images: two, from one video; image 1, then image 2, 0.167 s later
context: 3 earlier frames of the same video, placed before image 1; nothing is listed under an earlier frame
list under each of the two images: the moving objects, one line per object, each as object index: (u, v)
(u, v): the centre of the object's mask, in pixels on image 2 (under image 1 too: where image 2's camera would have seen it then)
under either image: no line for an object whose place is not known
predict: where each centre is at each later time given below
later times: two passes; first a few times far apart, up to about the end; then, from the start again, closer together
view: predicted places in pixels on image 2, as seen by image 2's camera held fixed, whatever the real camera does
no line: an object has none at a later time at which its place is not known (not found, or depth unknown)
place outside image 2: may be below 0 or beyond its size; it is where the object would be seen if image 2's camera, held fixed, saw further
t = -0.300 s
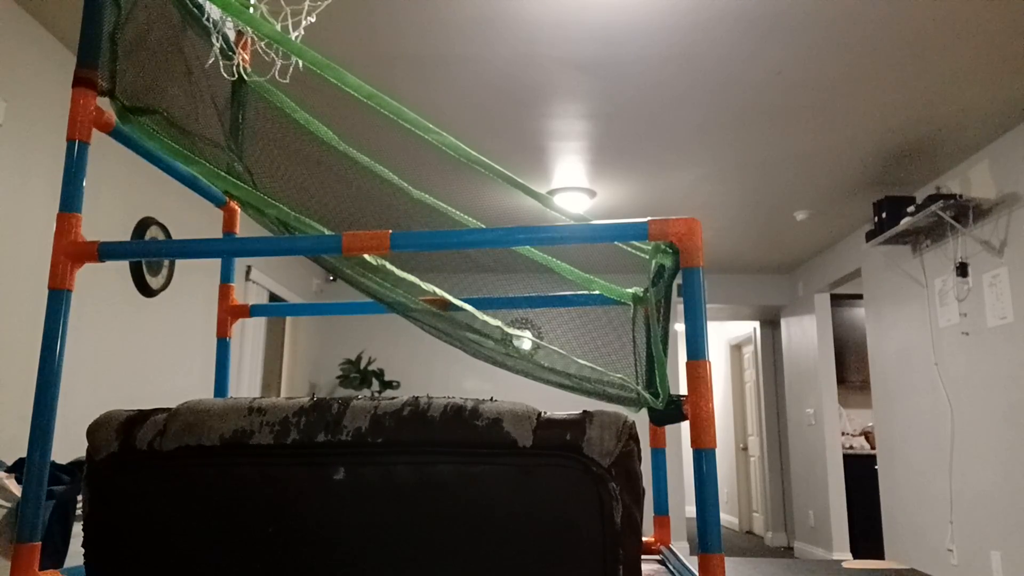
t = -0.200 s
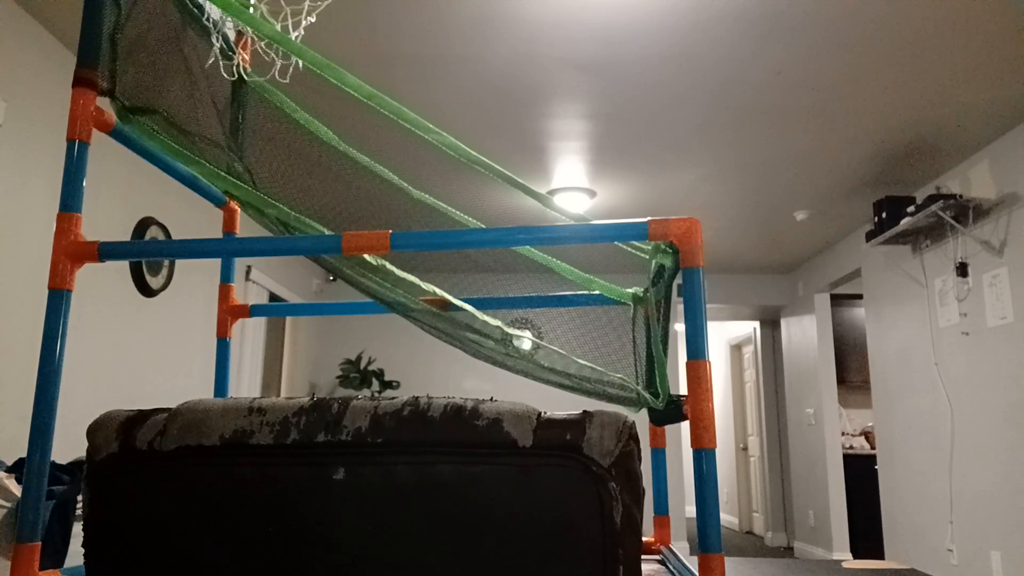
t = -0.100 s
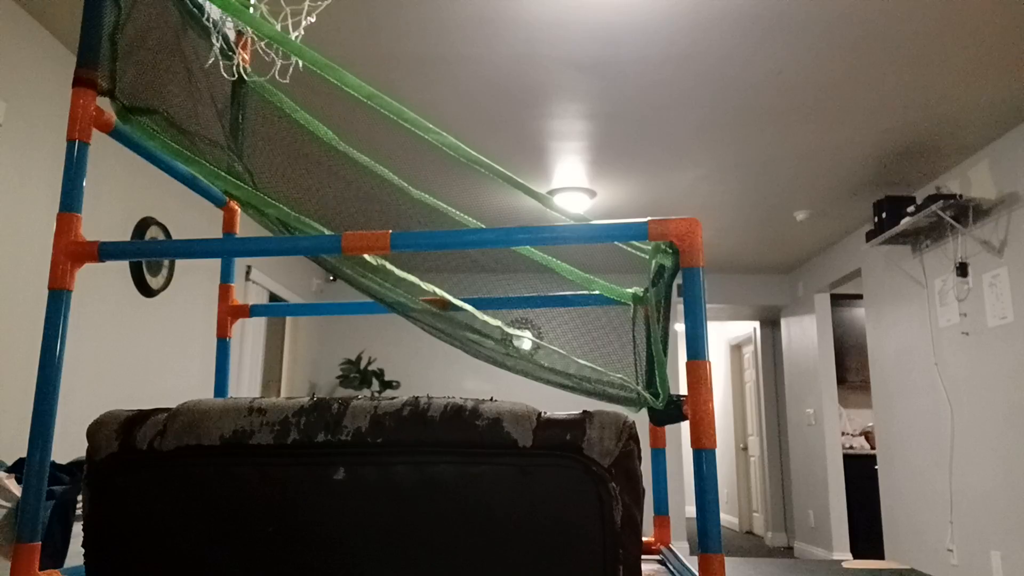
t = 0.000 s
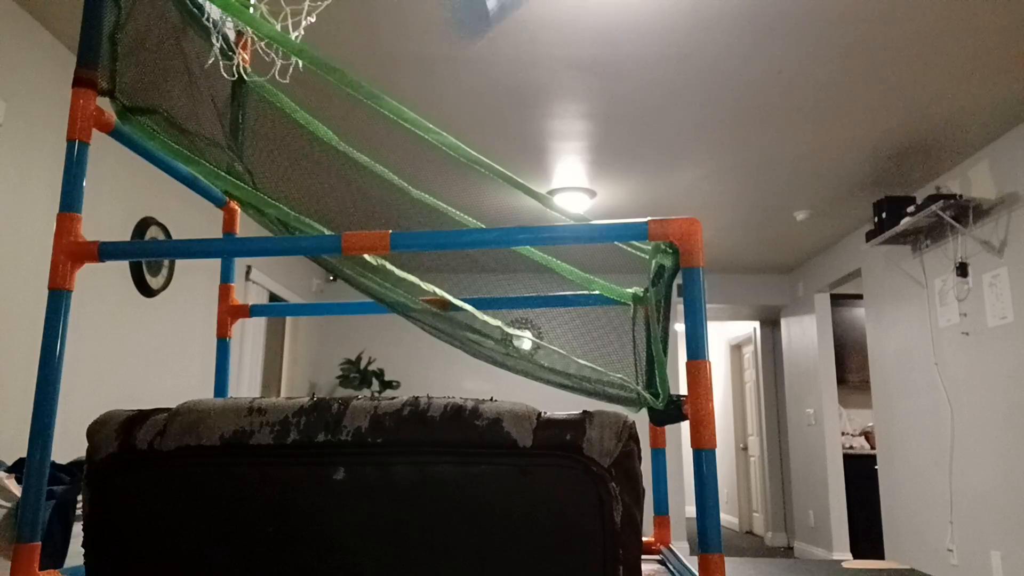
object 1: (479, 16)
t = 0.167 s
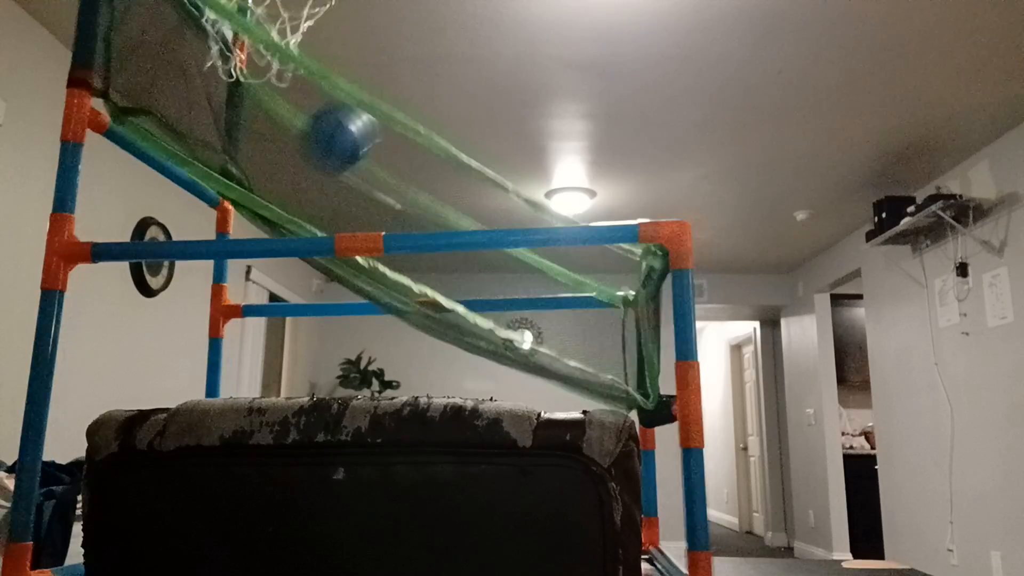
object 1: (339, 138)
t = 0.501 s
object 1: (608, 266)
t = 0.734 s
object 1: (525, 349)
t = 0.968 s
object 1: (521, 367)
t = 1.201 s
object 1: (576, 376)
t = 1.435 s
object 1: (615, 371)
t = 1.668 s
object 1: (584, 379)
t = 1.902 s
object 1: (595, 380)
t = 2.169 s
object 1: (603, 379)
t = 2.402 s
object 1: (603, 379)
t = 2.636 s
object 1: (603, 379)
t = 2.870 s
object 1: (603, 379)
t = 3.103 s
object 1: (603, 379)
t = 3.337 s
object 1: (603, 379)
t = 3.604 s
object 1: (603, 379)
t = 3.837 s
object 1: (603, 379)
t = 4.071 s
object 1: (603, 379)
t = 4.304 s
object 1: (603, 379)
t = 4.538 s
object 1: (603, 379)
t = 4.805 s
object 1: (603, 379)
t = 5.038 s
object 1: (603, 379)
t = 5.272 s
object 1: (603, 379)
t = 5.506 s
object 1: (603, 379)
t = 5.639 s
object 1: (602, 379)
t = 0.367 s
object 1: (490, 114)
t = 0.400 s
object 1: (518, 133)
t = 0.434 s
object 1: (543, 153)
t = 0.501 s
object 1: (608, 266)
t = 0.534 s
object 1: (603, 285)
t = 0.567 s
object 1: (585, 309)
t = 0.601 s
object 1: (573, 341)
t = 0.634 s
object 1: (539, 370)
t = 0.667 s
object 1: (533, 360)
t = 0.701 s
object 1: (529, 352)
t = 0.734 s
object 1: (525, 349)
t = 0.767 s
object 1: (520, 351)
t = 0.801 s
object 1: (516, 357)
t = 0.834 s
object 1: (512, 368)
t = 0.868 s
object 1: (512, 369)
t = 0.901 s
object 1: (514, 367)
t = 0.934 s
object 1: (517, 366)
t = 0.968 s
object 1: (521, 367)
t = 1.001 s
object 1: (528, 362)
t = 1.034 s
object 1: (534, 363)
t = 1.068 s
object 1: (541, 362)
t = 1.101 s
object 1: (550, 363)
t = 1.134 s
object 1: (557, 366)
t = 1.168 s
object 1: (566, 371)
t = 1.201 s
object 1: (576, 376)
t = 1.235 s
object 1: (587, 380)
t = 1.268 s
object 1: (599, 380)
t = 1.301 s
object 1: (611, 375)
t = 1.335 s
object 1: (615, 373)
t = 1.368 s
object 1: (616, 369)
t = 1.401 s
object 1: (617, 369)
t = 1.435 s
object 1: (615, 371)
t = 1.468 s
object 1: (612, 374)
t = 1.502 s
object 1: (604, 379)
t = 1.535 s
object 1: (599, 380)
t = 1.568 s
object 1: (595, 380)
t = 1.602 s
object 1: (589, 380)
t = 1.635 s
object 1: (586, 379)
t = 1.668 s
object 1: (584, 379)
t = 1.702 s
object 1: (583, 379)
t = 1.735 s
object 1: (583, 379)
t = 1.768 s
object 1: (584, 379)
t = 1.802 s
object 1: (585, 380)
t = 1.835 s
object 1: (588, 379)
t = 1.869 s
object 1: (591, 379)
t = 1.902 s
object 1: (595, 380)
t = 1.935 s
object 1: (599, 380)
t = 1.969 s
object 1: (602, 380)
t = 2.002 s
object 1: (605, 380)
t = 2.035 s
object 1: (605, 380)
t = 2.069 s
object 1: (605, 380)
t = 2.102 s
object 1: (605, 380)
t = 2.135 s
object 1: (603, 379)
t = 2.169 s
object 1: (603, 379)
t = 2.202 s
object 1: (602, 379)
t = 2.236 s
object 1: (602, 379)
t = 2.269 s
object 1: (602, 379)
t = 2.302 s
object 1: (602, 379)
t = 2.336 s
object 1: (602, 379)
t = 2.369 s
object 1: (603, 379)
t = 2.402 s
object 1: (603, 379)
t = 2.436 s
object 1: (603, 379)
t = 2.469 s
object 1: (603, 379)
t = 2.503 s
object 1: (603, 379)
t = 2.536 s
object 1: (603, 379)
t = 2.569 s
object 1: (603, 379)
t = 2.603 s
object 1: (603, 379)
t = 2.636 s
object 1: (603, 379)
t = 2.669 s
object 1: (603, 379)
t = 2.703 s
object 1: (603, 379)
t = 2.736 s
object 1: (603, 379)
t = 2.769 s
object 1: (603, 379)
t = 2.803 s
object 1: (603, 379)
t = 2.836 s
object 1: (603, 379)
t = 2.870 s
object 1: (603, 379)
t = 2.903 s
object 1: (603, 379)
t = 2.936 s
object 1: (603, 379)
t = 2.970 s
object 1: (603, 379)
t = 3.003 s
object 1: (603, 379)
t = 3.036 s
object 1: (603, 379)
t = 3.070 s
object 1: (603, 379)
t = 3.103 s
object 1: (603, 379)
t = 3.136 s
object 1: (603, 379)
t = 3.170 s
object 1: (603, 379)
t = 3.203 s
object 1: (603, 379)
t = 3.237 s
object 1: (603, 379)
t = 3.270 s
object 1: (603, 379)
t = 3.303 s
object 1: (603, 379)
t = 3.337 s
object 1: (603, 379)
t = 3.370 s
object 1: (603, 379)
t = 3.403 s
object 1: (603, 379)
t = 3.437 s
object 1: (603, 379)
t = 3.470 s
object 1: (603, 379)
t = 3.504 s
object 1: (603, 379)
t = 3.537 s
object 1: (603, 379)
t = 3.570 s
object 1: (603, 379)
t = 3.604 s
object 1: (603, 379)
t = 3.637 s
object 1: (603, 379)
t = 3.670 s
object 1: (603, 379)
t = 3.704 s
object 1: (603, 379)
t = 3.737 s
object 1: (603, 379)
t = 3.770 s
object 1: (603, 379)
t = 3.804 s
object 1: (603, 379)
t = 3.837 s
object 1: (603, 379)
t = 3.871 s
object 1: (603, 379)
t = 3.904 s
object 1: (603, 379)
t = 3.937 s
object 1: (603, 379)
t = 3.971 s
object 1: (603, 379)
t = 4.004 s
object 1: (603, 379)
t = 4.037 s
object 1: (603, 379)
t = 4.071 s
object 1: (603, 379)
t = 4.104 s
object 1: (603, 379)
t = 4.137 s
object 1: (603, 379)
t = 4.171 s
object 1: (603, 379)
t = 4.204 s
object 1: (603, 379)
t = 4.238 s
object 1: (603, 379)
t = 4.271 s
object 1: (603, 379)
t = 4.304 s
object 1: (603, 379)
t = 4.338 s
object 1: (603, 379)
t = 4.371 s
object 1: (603, 379)
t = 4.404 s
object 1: (603, 379)
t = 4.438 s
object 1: (603, 379)
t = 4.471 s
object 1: (603, 379)
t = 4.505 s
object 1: (603, 379)
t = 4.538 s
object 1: (603, 379)
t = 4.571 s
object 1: (603, 379)
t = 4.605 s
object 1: (603, 379)
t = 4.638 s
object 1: (603, 379)
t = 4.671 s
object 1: (603, 379)
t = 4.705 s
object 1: (603, 379)
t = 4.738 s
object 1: (603, 379)
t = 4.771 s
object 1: (603, 379)
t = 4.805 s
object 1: (603, 379)
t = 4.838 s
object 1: (603, 379)
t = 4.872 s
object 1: (603, 379)
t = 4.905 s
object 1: (603, 379)
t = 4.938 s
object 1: (603, 379)
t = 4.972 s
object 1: (603, 379)
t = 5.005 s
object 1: (603, 379)
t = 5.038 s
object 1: (603, 379)
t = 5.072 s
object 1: (603, 379)
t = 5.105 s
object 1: (603, 379)
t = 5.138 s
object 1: (603, 379)
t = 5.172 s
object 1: (603, 379)
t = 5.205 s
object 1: (603, 379)
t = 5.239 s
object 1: (603, 379)
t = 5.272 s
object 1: (603, 379)
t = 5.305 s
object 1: (603, 379)
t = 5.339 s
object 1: (603, 379)
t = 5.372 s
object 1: (603, 379)
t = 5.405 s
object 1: (603, 379)
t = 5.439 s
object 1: (603, 379)
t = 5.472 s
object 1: (603, 379)
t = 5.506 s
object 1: (603, 379)
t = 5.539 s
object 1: (603, 379)
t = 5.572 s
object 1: (603, 379)
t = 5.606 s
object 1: (603, 379)
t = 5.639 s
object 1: (602, 379)
